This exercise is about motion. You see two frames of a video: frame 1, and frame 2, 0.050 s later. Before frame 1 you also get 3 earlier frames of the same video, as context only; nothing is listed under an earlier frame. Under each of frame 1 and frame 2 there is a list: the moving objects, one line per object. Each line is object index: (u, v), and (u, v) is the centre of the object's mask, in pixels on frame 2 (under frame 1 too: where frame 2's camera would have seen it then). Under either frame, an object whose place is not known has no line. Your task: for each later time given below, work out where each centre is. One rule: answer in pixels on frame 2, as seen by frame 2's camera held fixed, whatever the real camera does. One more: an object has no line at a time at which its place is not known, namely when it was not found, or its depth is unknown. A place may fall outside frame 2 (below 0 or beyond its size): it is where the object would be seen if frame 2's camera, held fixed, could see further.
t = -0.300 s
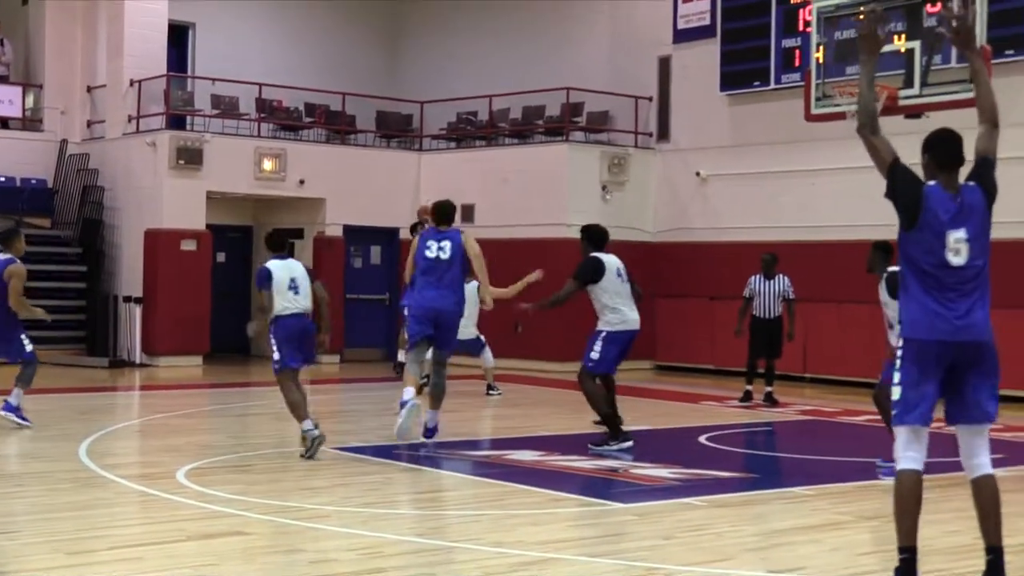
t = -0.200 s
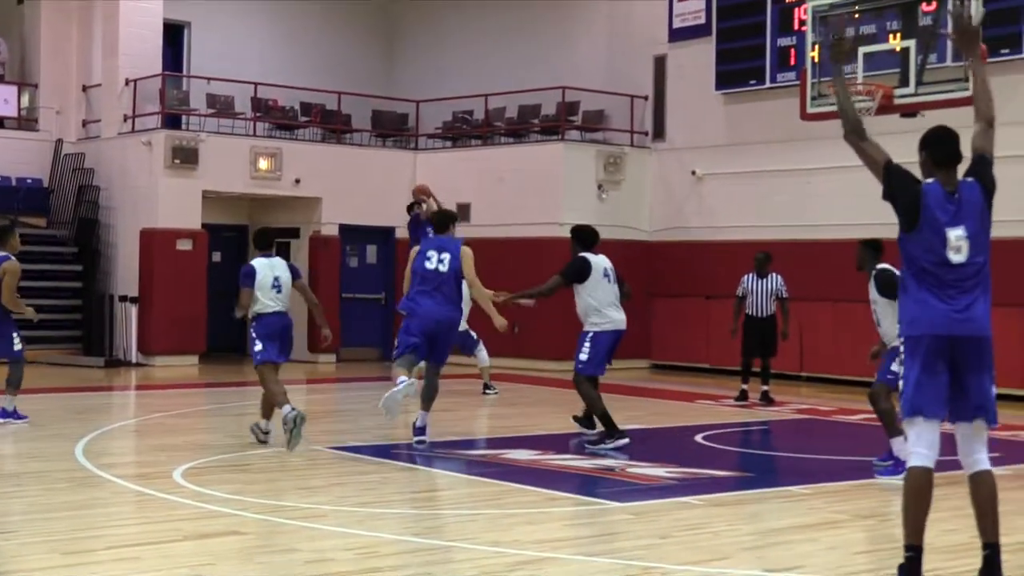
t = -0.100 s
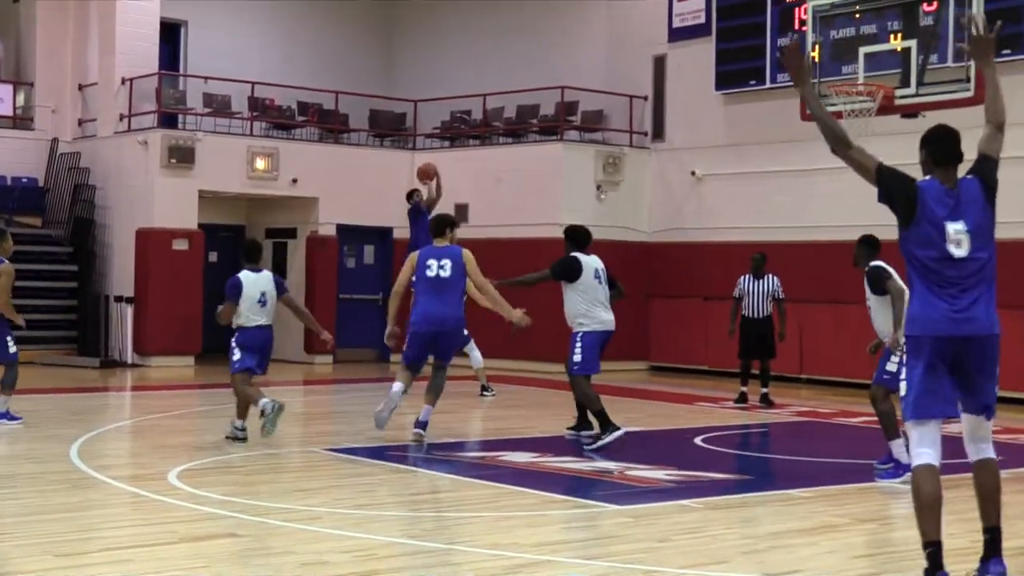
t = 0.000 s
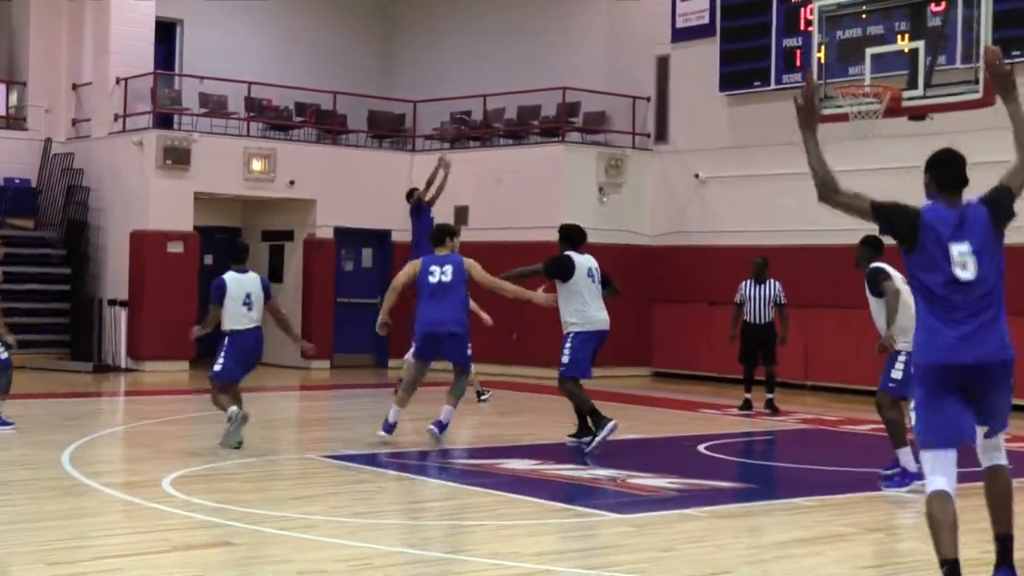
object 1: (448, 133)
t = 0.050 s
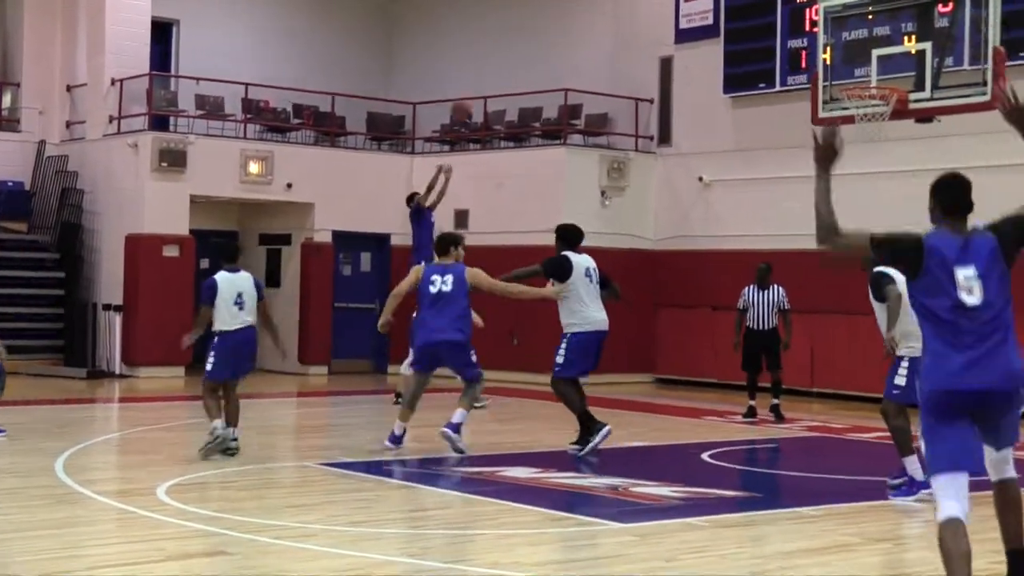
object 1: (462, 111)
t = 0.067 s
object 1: (466, 102)
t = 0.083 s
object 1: (471, 94)
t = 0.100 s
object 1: (476, 88)
